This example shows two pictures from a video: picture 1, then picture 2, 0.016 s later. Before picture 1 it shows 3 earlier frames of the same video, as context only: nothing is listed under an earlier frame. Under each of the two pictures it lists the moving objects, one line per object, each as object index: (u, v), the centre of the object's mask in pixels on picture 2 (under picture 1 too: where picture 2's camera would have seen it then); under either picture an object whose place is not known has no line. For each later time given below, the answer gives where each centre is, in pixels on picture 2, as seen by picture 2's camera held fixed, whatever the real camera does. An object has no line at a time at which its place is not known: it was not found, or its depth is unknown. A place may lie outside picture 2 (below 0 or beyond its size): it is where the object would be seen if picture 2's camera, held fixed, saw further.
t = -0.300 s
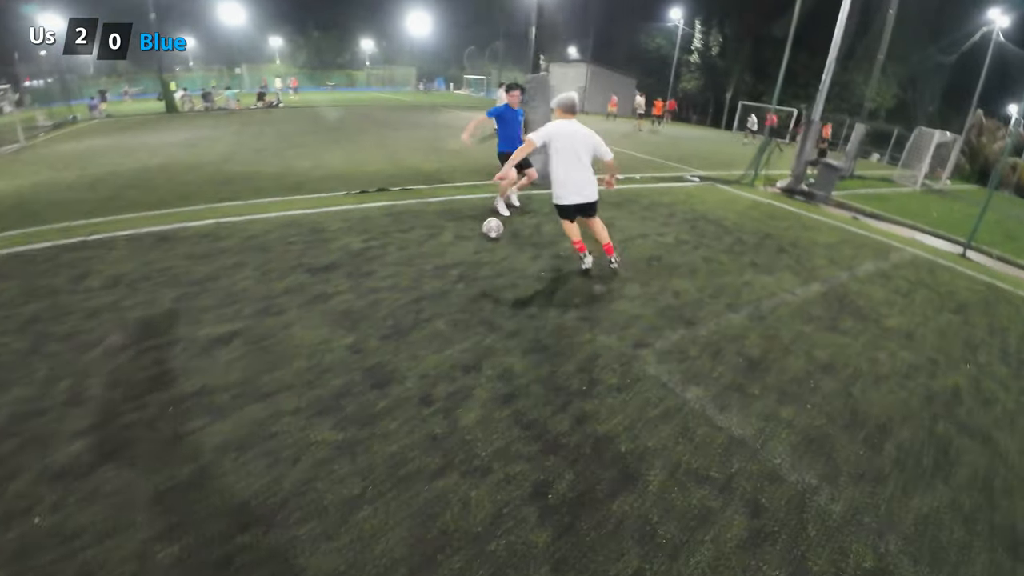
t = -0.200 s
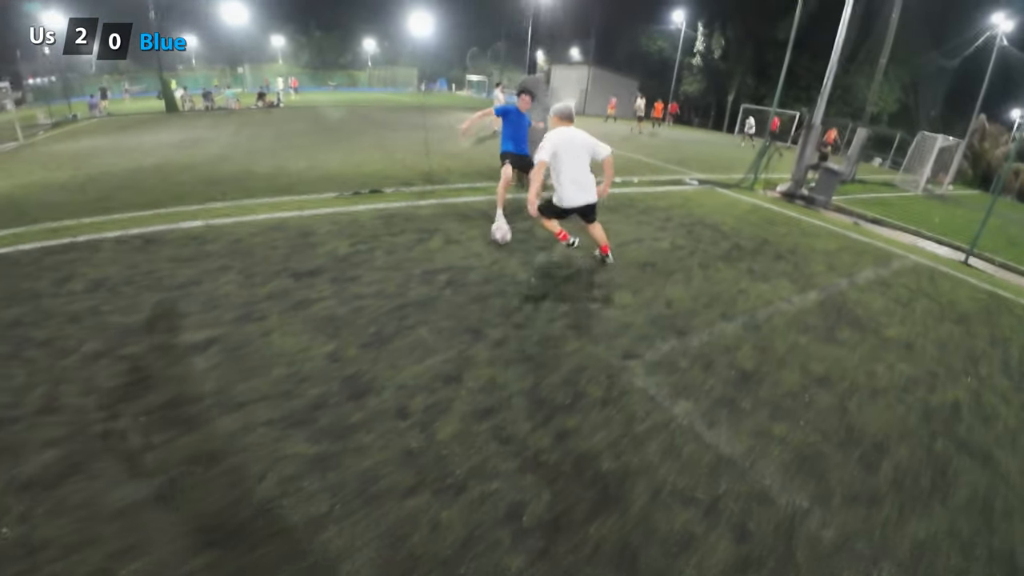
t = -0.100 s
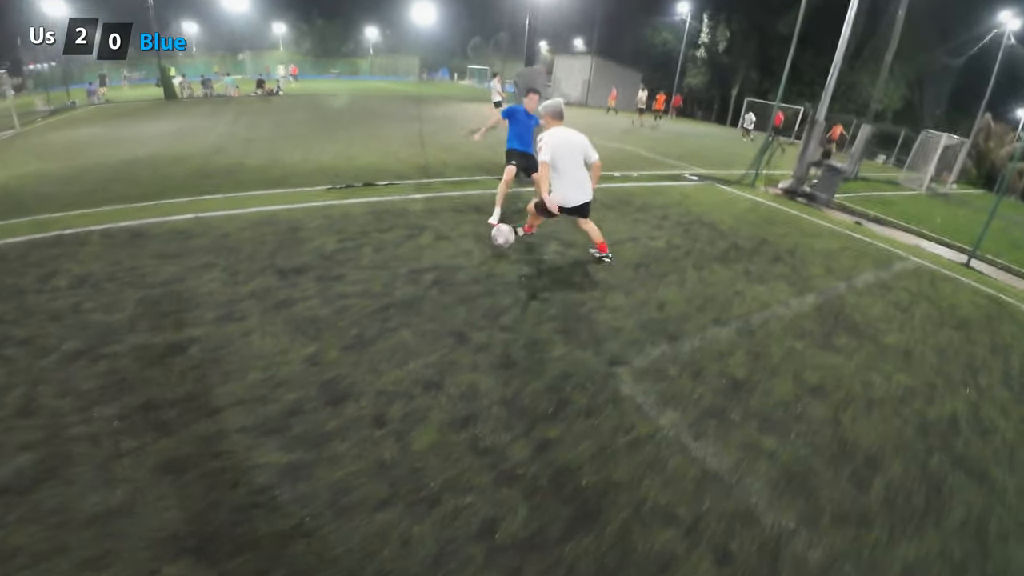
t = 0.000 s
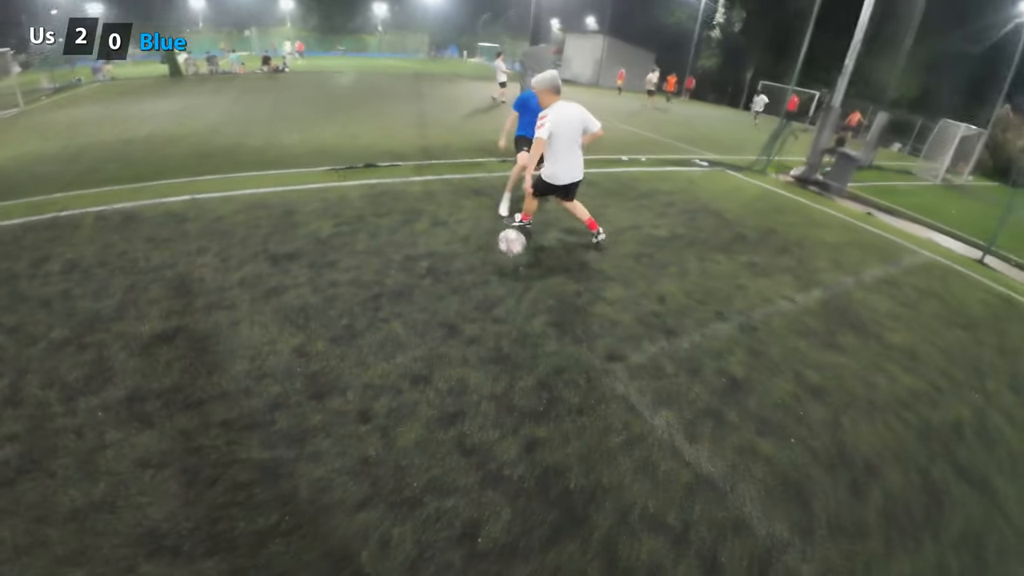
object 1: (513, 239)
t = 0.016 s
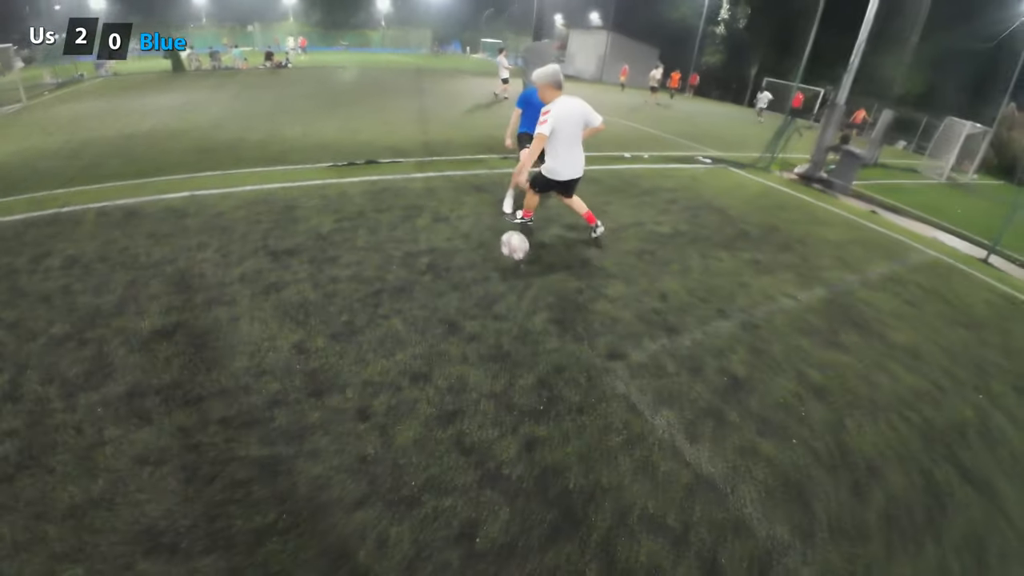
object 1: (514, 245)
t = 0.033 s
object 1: (516, 250)
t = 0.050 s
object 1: (517, 257)
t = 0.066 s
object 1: (519, 263)
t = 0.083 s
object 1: (520, 271)
